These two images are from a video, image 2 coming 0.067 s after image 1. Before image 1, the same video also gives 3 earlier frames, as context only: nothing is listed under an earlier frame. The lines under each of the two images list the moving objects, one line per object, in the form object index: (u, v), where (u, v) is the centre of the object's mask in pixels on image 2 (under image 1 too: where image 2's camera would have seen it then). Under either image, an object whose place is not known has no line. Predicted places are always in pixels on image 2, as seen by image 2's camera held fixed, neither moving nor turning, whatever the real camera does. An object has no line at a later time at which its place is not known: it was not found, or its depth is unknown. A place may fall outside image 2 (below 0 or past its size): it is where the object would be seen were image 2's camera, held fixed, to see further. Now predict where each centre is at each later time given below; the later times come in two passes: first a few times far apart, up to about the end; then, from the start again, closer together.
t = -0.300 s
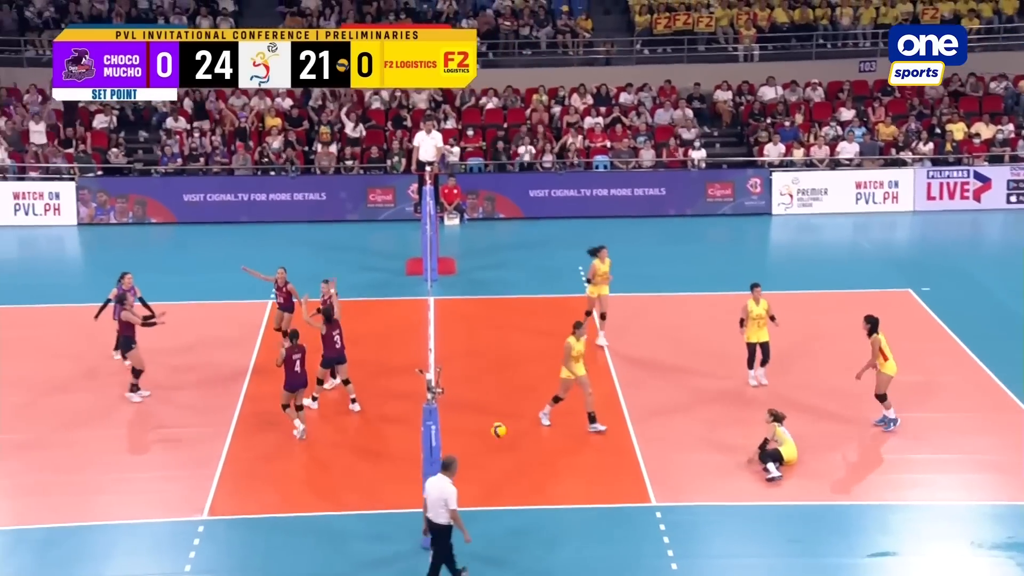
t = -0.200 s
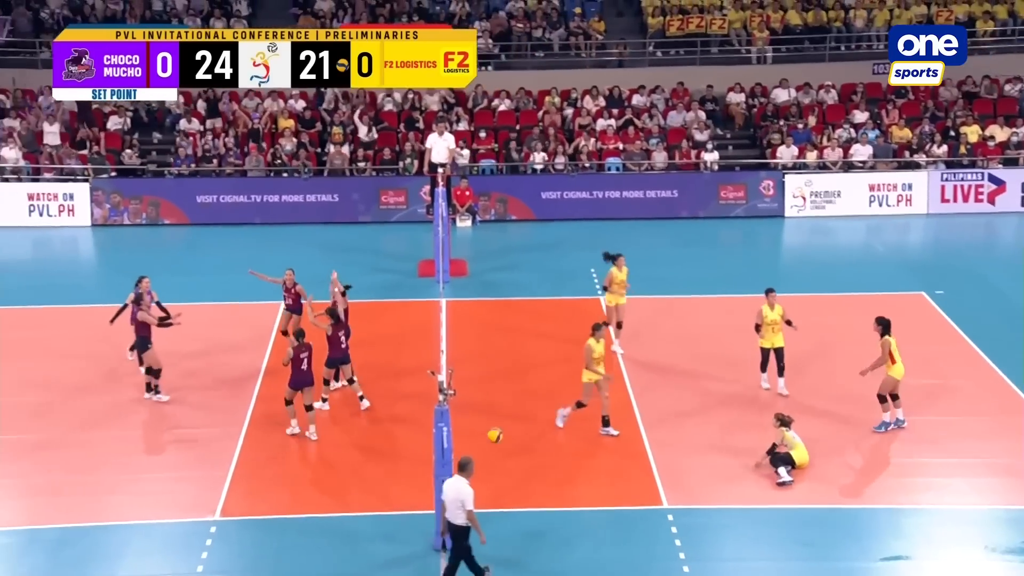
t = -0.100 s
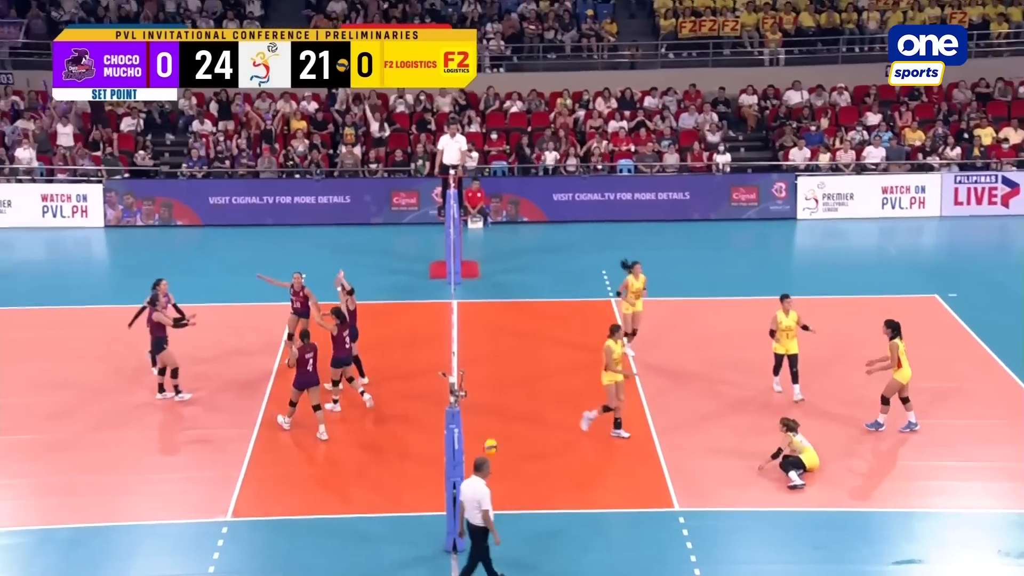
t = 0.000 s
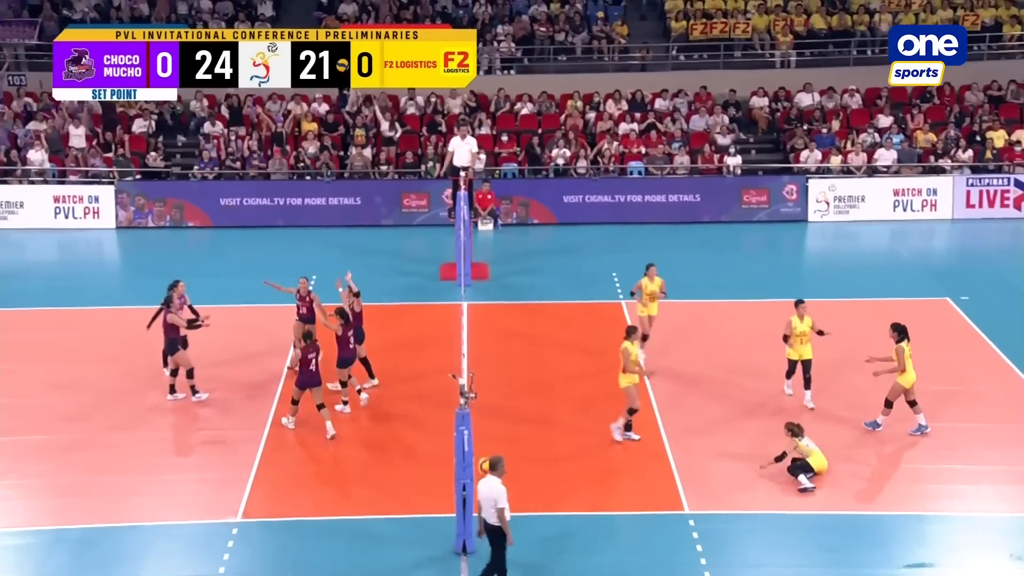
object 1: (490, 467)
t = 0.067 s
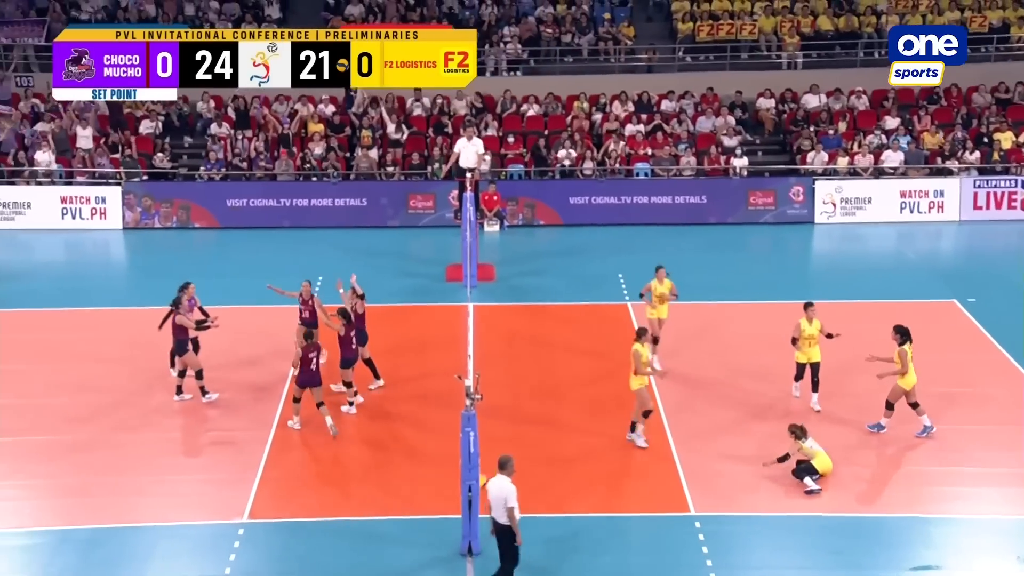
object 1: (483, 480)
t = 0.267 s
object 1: (448, 471)
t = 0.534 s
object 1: (406, 460)
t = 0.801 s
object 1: (367, 498)
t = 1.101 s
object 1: (322, 474)
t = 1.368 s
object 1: (283, 501)
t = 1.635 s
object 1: (244, 487)
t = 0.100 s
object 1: (481, 489)
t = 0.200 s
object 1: (456, 479)
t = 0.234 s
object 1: (452, 475)
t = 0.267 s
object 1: (448, 471)
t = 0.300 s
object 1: (444, 467)
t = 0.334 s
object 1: (438, 464)
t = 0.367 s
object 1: (432, 462)
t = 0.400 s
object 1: (427, 460)
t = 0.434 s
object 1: (422, 459)
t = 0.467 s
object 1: (417, 459)
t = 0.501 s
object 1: (412, 459)
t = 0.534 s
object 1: (406, 460)
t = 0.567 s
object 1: (401, 463)
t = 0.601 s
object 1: (396, 466)
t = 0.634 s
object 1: (391, 469)
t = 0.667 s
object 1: (386, 473)
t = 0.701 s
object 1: (381, 478)
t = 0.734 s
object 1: (376, 484)
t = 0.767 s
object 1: (372, 491)
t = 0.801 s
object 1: (367, 498)
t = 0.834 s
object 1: (362, 495)
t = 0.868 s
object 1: (357, 489)
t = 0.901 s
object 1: (351, 486)
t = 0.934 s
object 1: (346, 482)
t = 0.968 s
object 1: (341, 479)
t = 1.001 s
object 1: (336, 477)
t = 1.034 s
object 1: (331, 475)
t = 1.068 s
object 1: (327, 474)
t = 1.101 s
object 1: (322, 474)
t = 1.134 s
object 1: (317, 475)
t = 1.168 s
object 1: (312, 476)
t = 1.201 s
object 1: (307, 478)
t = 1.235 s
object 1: (302, 481)
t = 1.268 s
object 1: (298, 485)
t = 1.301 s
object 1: (293, 489)
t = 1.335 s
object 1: (288, 494)
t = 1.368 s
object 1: (283, 501)
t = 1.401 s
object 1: (278, 501)
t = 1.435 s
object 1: (273, 497)
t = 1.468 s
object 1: (269, 494)
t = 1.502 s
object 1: (264, 491)
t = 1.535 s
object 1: (258, 488)
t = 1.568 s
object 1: (253, 487)
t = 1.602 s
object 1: (248, 487)
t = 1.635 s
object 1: (244, 487)
